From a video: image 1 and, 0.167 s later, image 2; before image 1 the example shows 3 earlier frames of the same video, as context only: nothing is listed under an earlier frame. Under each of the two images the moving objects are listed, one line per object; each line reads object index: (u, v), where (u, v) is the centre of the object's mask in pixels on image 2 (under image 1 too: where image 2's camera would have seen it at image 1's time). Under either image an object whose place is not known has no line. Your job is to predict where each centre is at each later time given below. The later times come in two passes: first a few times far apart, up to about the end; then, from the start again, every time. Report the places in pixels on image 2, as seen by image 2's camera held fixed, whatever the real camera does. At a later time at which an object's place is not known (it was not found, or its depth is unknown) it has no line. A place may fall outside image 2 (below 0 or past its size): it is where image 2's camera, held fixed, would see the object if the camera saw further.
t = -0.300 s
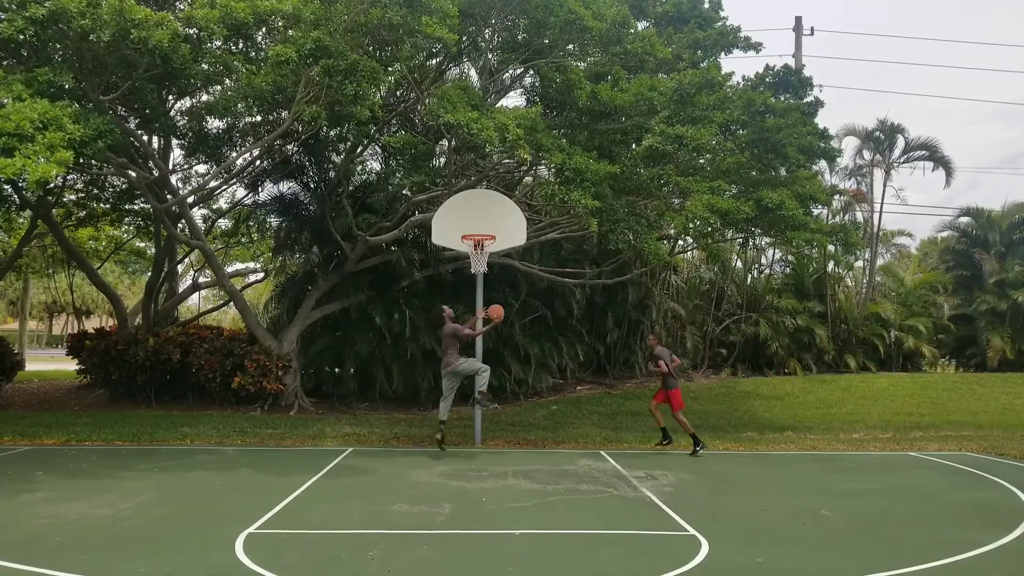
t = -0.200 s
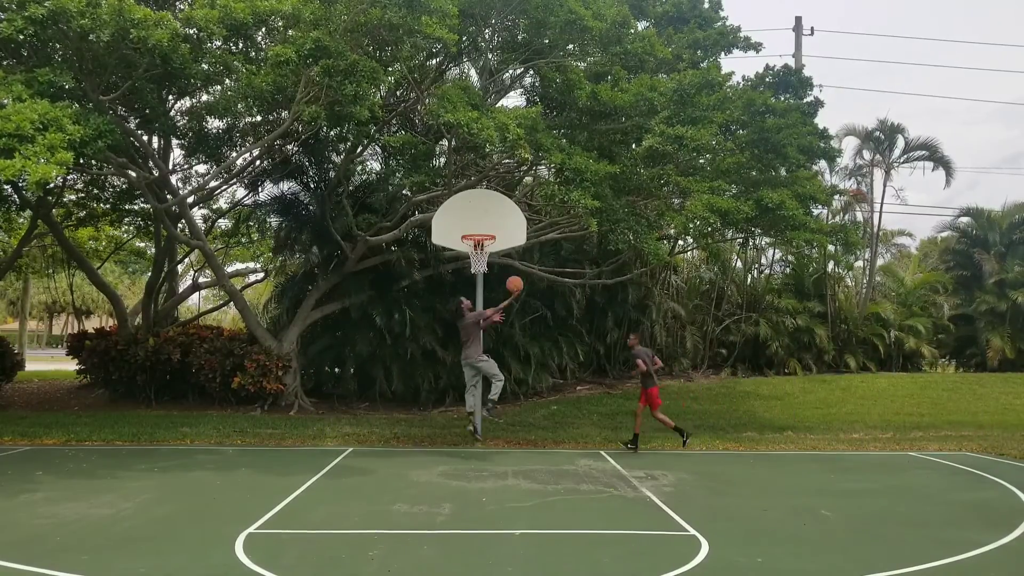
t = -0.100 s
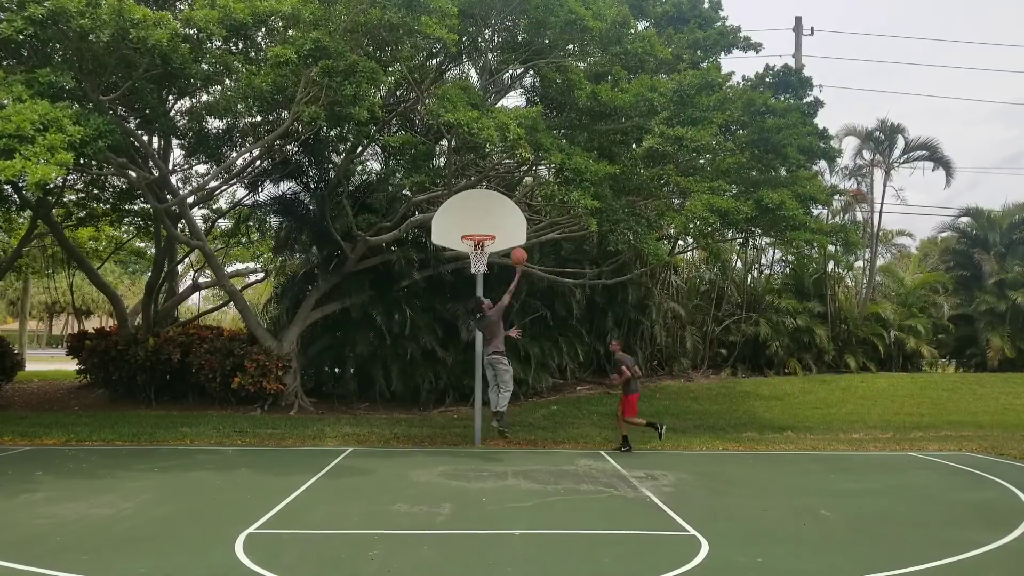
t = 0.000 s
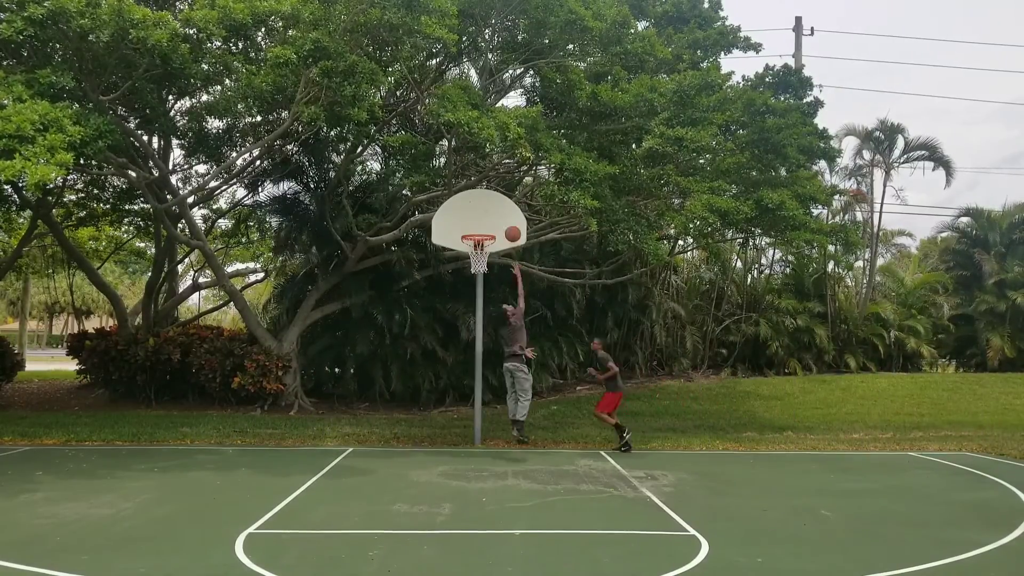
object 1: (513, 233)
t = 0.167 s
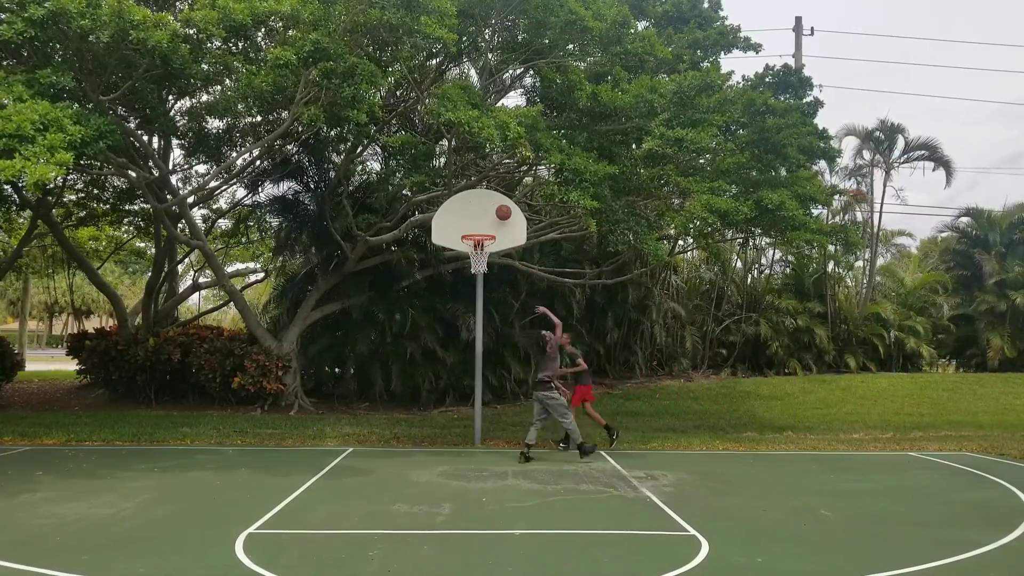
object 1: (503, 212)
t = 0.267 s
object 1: (499, 209)
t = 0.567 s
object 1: (485, 227)
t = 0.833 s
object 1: (477, 228)
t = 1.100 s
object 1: (478, 246)
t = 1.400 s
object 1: (474, 273)
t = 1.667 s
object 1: (475, 336)
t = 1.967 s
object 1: (476, 439)
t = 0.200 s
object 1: (502, 210)
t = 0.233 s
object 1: (500, 209)
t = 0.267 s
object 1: (499, 209)
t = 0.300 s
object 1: (497, 209)
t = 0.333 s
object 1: (496, 210)
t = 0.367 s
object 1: (495, 212)
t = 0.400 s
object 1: (494, 215)
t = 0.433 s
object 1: (493, 219)
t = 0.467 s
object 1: (491, 224)
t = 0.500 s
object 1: (490, 228)
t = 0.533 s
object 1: (488, 228)
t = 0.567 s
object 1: (485, 227)
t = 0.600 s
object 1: (481, 227)
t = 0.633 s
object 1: (478, 227)
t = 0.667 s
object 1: (475, 228)
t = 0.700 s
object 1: (472, 229)
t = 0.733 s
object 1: (472, 229)
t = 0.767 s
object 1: (474, 228)
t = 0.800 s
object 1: (475, 227)
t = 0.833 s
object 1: (477, 228)
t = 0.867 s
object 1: (479, 228)
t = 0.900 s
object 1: (480, 229)
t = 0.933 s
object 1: (482, 231)
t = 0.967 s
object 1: (483, 232)
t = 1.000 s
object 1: (482, 233)
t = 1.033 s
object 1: (481, 236)
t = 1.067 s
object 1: (480, 243)
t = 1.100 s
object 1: (478, 246)
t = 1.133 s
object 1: (476, 251)
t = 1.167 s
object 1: (475, 251)
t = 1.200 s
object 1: (478, 249)
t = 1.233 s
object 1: (473, 258)
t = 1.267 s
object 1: (474, 265)
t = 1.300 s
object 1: (473, 266)
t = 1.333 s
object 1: (474, 267)
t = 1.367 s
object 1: (474, 270)
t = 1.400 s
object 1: (474, 273)
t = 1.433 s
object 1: (474, 278)
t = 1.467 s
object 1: (474, 284)
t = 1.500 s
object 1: (474, 290)
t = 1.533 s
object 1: (474, 297)
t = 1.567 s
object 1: (474, 306)
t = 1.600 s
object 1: (475, 315)
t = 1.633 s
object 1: (475, 325)
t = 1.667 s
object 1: (475, 336)
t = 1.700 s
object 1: (475, 347)
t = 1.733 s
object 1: (475, 359)
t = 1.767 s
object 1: (475, 372)
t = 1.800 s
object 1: (475, 387)
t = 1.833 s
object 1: (475, 401)
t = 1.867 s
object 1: (475, 417)
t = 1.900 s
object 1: (476, 434)
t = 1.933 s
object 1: (475, 451)
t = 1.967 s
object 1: (476, 439)
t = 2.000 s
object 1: (477, 427)
